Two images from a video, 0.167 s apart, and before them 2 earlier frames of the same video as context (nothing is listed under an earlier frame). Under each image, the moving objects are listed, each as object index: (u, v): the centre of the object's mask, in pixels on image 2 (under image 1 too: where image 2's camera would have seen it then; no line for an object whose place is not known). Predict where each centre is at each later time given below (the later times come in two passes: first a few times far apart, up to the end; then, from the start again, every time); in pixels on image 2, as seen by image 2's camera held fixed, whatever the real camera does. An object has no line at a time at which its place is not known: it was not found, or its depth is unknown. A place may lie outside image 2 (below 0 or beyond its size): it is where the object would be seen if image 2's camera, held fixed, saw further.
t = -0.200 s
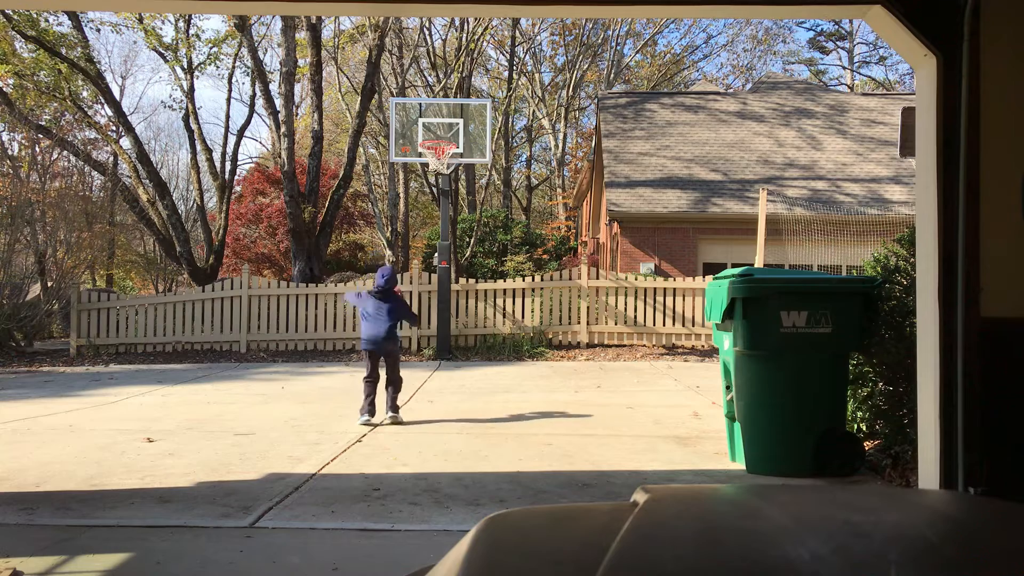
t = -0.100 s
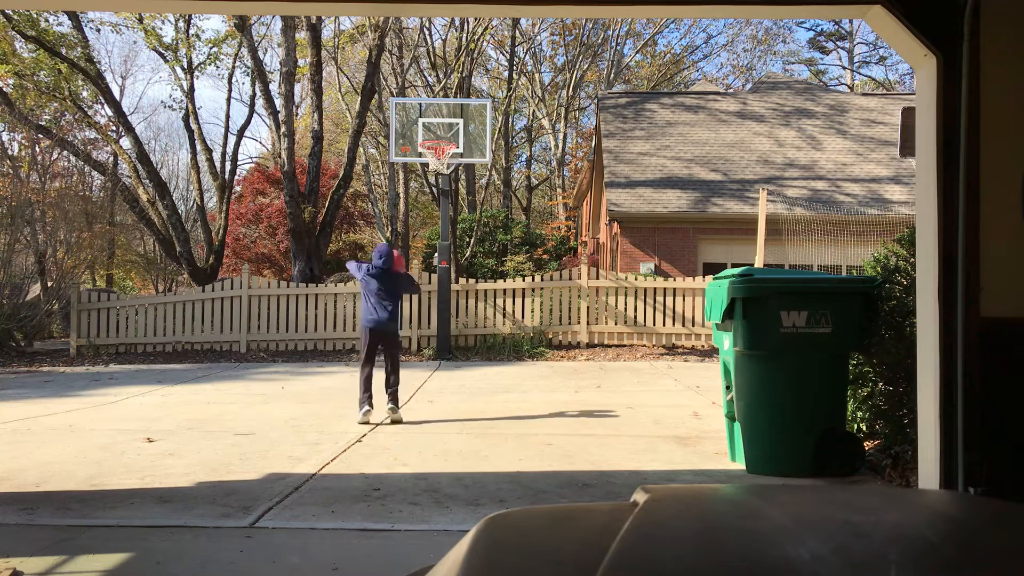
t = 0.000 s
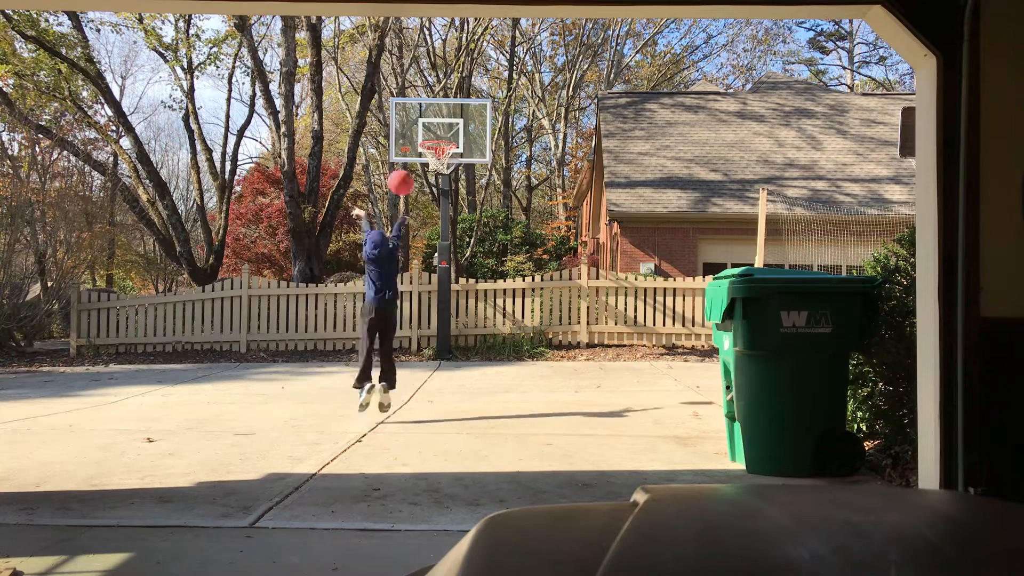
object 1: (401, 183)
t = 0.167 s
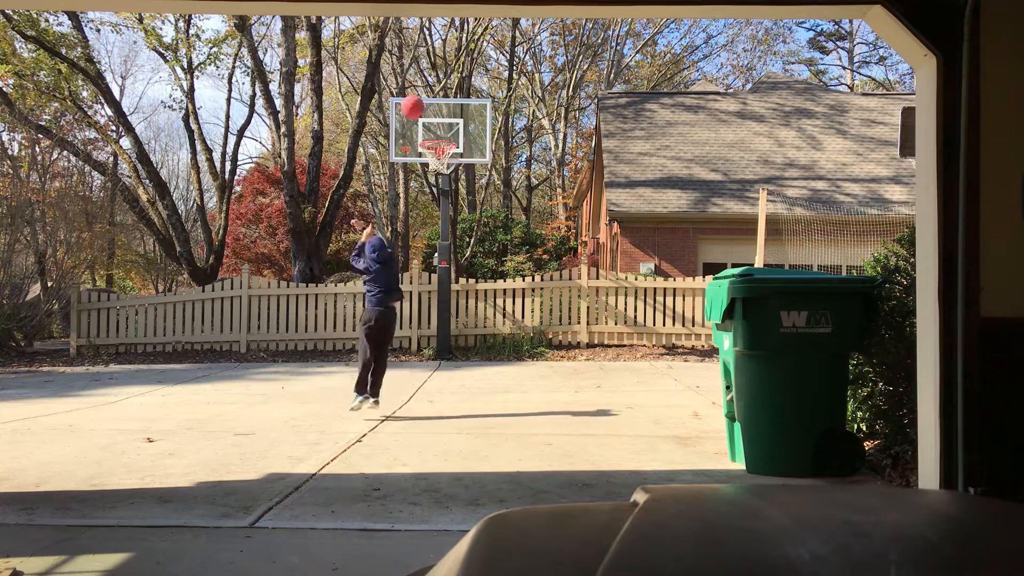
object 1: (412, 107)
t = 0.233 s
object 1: (416, 88)
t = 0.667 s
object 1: (437, 77)
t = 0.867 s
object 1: (443, 125)
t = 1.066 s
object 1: (439, 160)
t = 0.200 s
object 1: (414, 96)
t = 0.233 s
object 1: (416, 88)
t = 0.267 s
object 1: (418, 80)
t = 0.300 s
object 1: (420, 74)
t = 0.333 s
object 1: (421, 69)
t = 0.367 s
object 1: (423, 64)
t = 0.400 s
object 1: (425, 62)
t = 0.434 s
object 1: (426, 60)
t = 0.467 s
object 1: (428, 59)
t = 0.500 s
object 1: (428, 59)
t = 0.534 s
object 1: (430, 60)
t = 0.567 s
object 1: (433, 64)
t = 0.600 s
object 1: (434, 68)
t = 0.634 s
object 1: (436, 72)
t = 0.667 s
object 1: (437, 77)
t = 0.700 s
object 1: (438, 84)
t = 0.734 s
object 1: (439, 91)
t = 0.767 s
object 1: (440, 97)
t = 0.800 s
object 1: (441, 106)
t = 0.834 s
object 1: (442, 115)
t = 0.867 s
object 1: (443, 125)
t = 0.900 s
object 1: (444, 133)
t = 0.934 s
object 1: (445, 145)
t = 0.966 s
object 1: (445, 156)
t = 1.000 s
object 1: (444, 160)
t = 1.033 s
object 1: (442, 159)
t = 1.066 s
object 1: (439, 160)
